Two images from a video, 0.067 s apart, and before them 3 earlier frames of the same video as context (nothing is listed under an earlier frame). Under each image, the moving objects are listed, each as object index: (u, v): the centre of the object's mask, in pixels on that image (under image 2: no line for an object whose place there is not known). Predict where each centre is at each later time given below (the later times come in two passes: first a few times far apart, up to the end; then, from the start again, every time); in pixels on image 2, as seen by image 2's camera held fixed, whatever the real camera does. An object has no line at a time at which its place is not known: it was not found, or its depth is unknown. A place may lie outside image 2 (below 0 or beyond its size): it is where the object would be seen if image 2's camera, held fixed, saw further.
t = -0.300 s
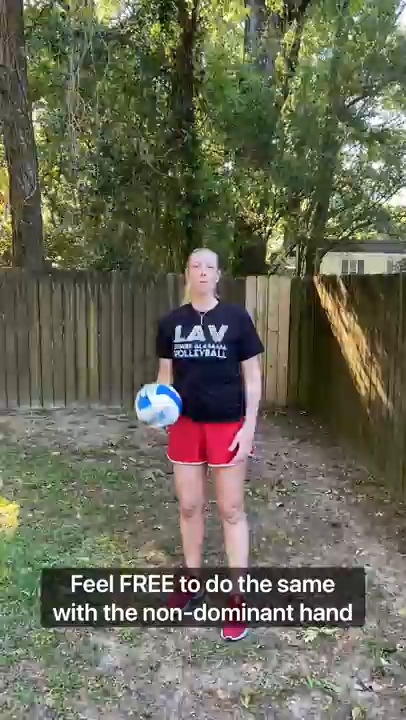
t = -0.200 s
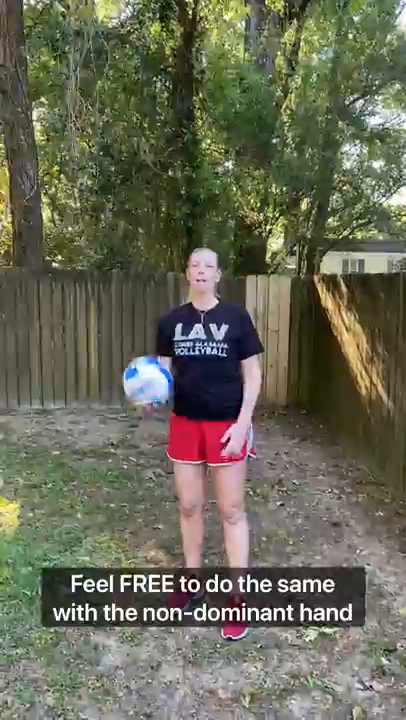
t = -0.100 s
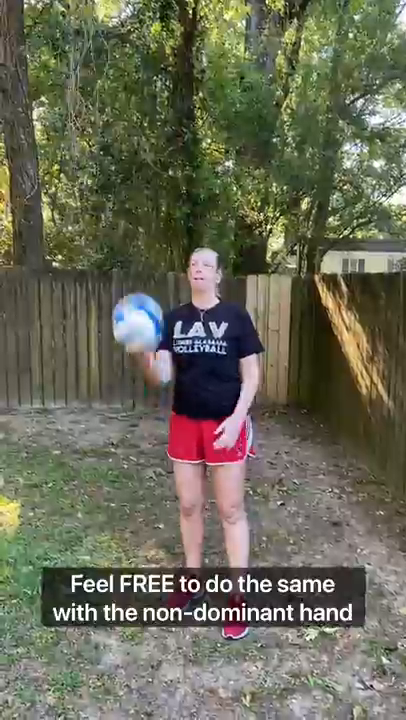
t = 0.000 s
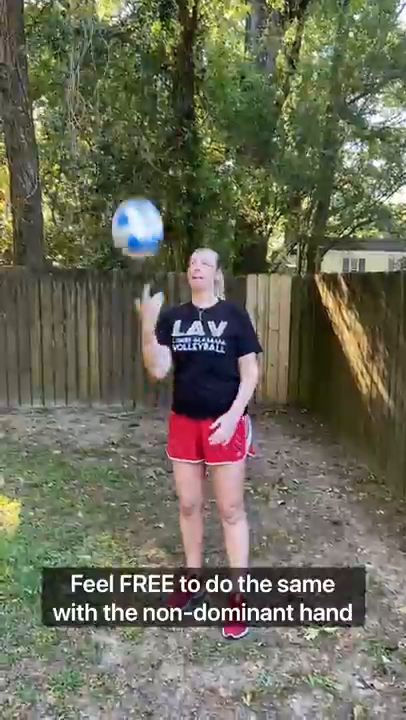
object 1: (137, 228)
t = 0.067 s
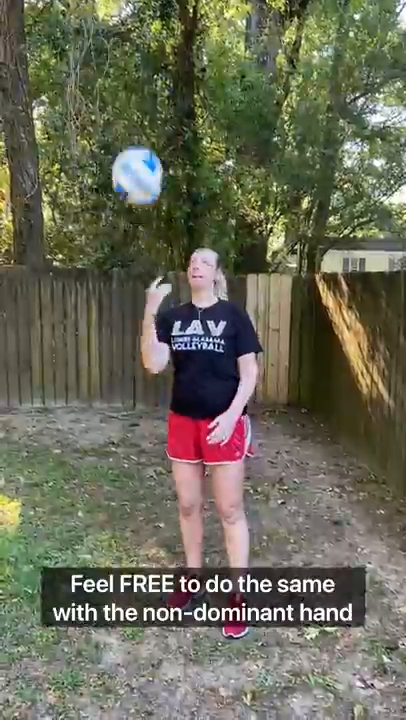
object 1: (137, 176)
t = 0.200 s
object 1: (138, 105)
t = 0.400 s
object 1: (139, 78)
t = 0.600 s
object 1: (139, 139)
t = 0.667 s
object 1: (140, 178)
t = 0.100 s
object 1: (137, 154)
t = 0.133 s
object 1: (137, 135)
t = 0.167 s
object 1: (137, 119)
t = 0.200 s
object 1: (138, 105)
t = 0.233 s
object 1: (137, 94)
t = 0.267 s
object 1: (138, 86)
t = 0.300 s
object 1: (138, 81)
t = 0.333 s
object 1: (138, 78)
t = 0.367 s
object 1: (139, 77)
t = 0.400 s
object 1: (139, 78)
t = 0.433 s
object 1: (139, 81)
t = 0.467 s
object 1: (139, 89)
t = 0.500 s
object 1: (139, 98)
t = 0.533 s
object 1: (139, 110)
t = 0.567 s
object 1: (139, 124)
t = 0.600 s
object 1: (139, 139)
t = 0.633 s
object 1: (140, 159)
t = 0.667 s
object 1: (140, 178)
